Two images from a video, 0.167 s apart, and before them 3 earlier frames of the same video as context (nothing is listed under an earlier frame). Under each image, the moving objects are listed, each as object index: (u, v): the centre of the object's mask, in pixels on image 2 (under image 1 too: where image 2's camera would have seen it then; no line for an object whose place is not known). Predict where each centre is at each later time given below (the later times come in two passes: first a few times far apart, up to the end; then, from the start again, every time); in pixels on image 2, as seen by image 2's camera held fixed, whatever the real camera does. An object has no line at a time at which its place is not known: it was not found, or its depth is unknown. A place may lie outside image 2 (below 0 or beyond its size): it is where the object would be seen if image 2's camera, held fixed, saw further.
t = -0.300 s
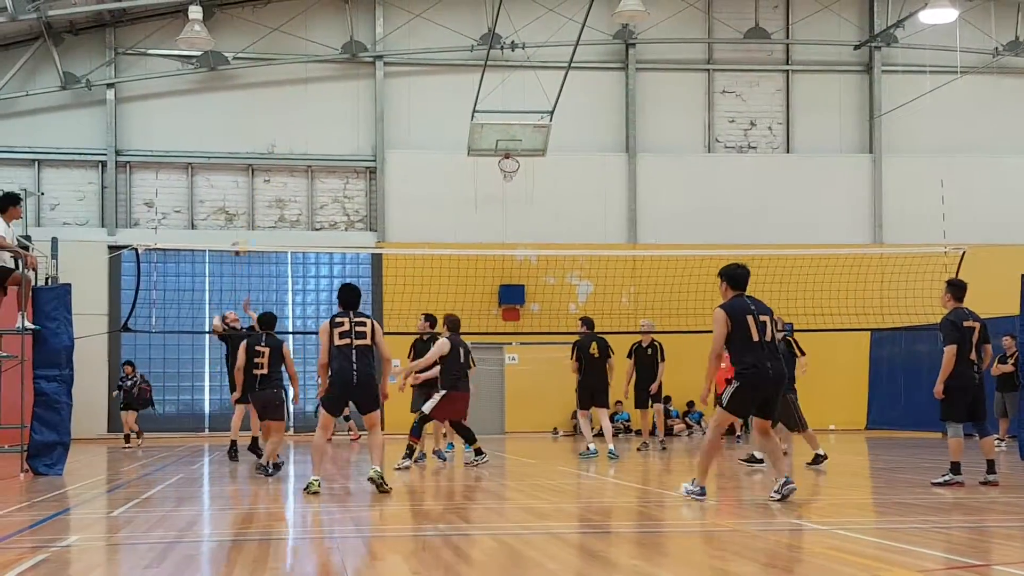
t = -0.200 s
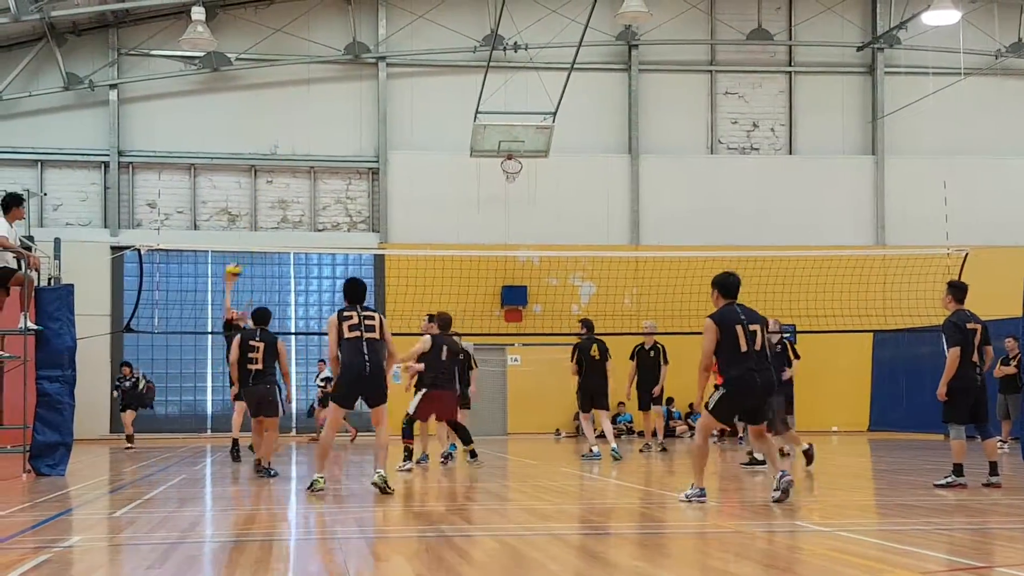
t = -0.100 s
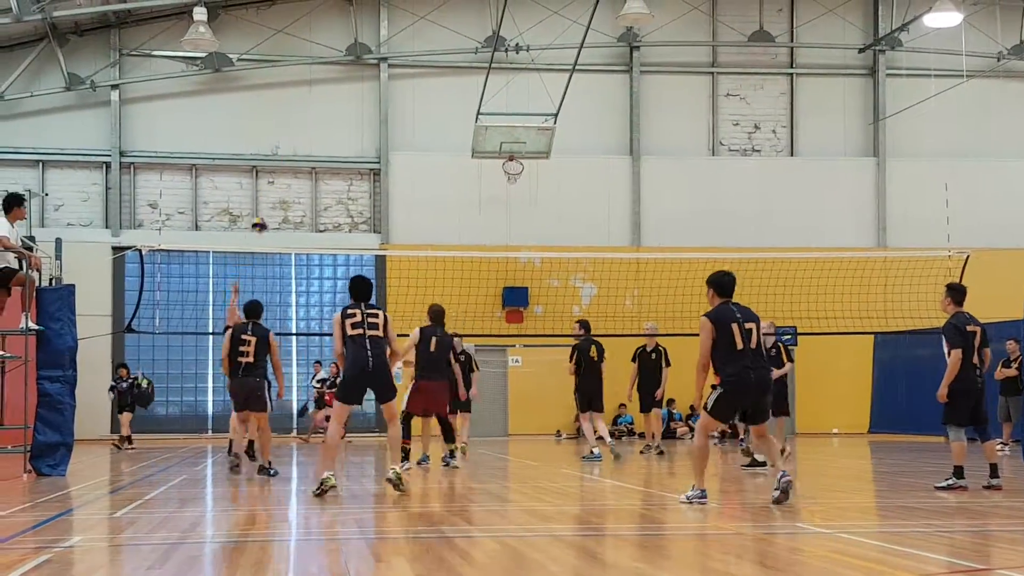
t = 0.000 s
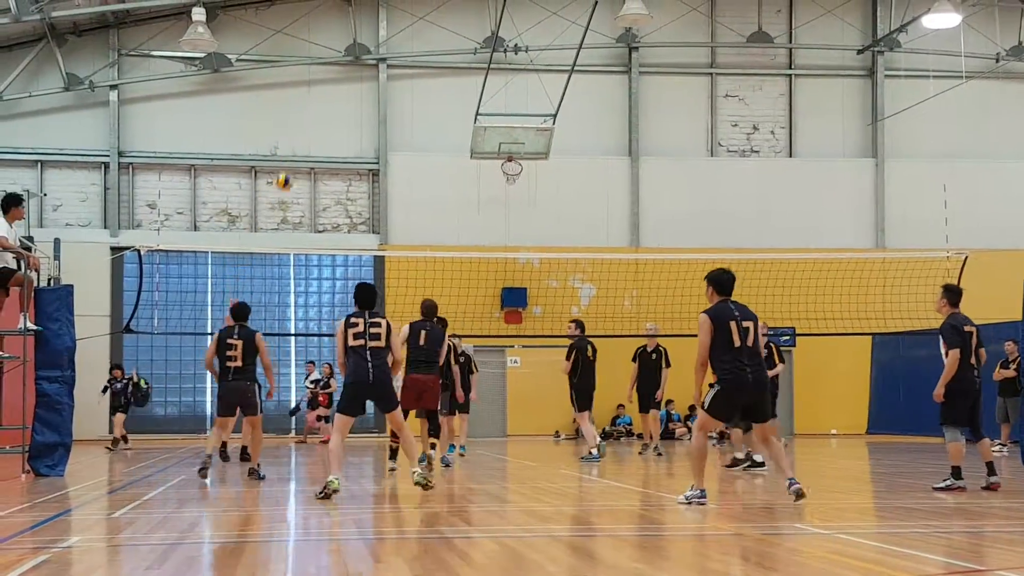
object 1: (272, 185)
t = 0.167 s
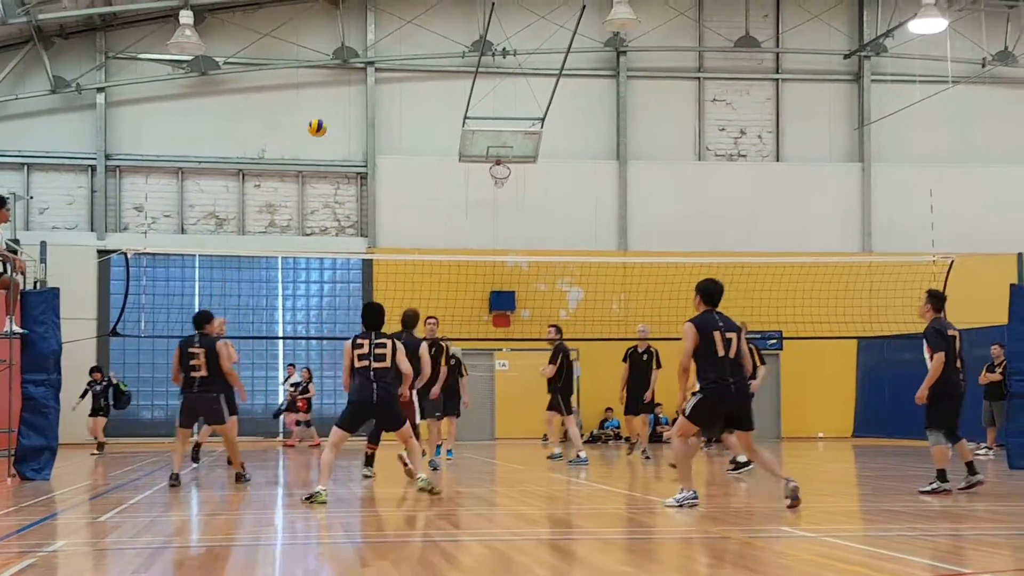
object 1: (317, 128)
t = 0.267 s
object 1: (345, 103)
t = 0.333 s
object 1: (365, 90)
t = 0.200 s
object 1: (326, 118)
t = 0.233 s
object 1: (335, 110)
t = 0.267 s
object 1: (345, 103)
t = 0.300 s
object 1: (355, 96)
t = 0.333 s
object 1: (365, 90)
